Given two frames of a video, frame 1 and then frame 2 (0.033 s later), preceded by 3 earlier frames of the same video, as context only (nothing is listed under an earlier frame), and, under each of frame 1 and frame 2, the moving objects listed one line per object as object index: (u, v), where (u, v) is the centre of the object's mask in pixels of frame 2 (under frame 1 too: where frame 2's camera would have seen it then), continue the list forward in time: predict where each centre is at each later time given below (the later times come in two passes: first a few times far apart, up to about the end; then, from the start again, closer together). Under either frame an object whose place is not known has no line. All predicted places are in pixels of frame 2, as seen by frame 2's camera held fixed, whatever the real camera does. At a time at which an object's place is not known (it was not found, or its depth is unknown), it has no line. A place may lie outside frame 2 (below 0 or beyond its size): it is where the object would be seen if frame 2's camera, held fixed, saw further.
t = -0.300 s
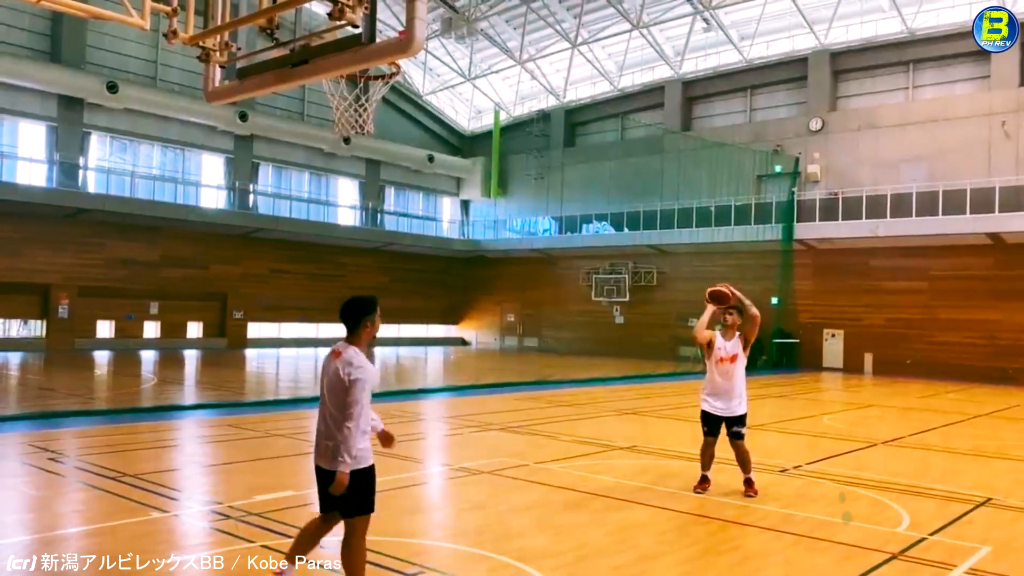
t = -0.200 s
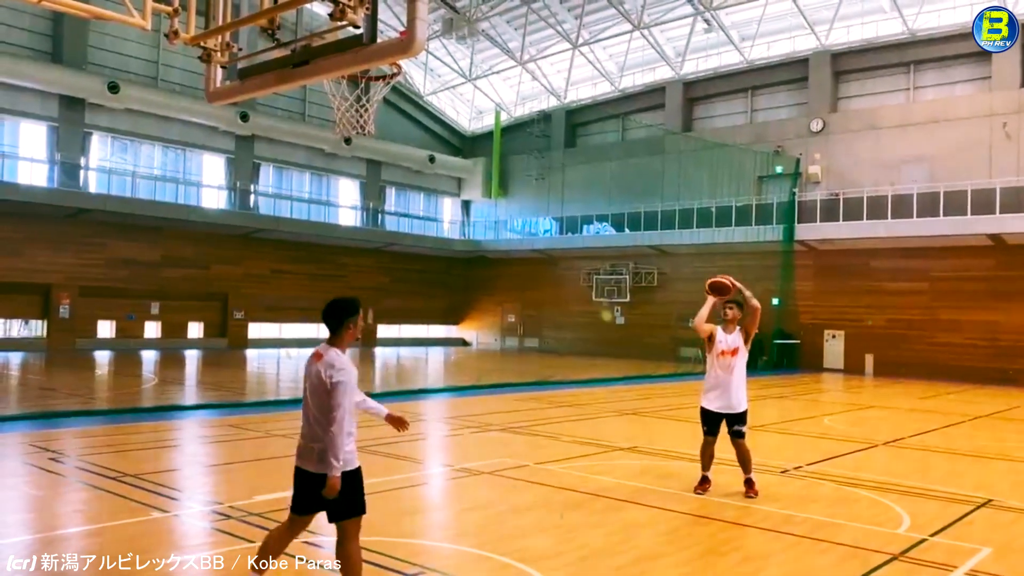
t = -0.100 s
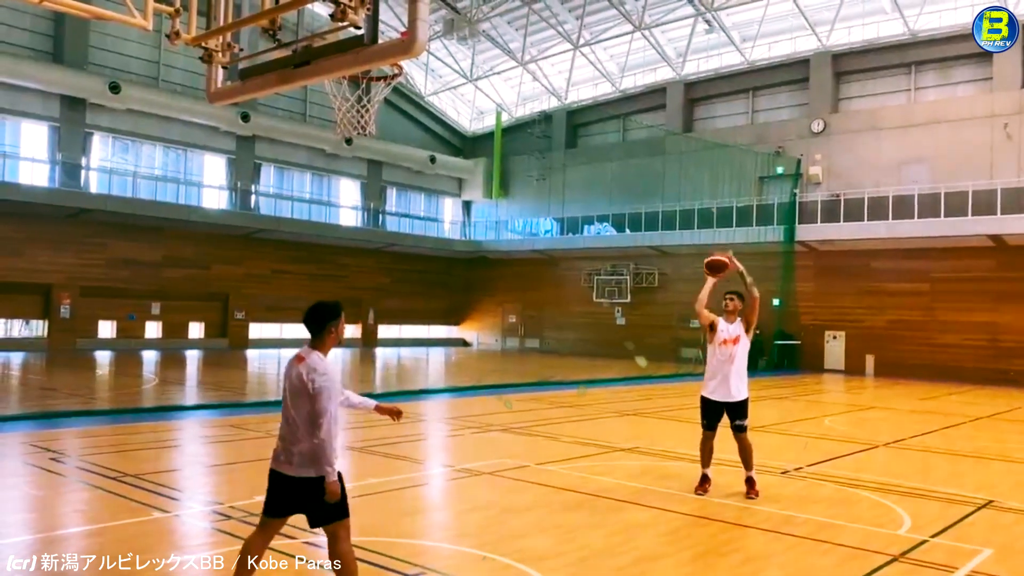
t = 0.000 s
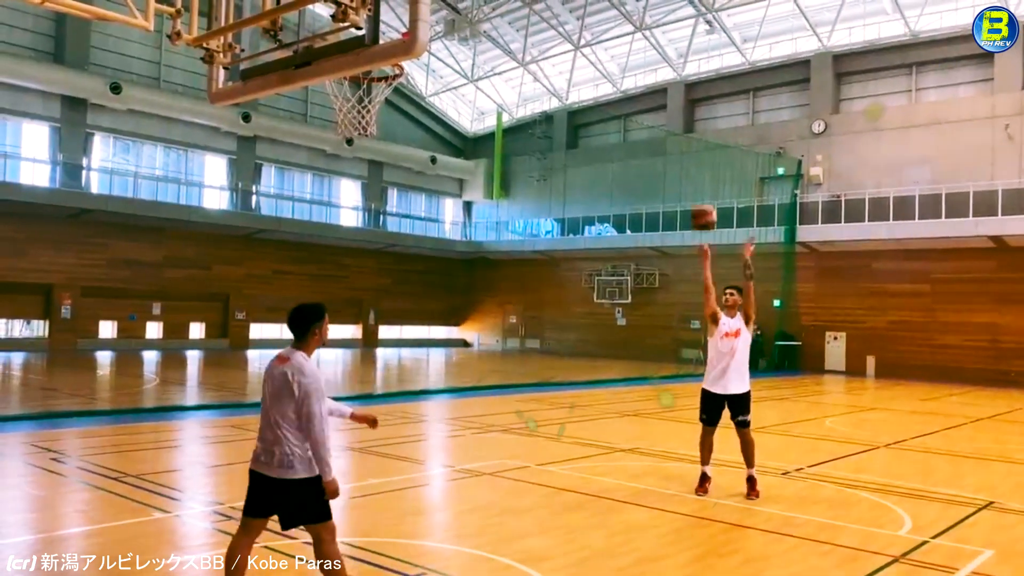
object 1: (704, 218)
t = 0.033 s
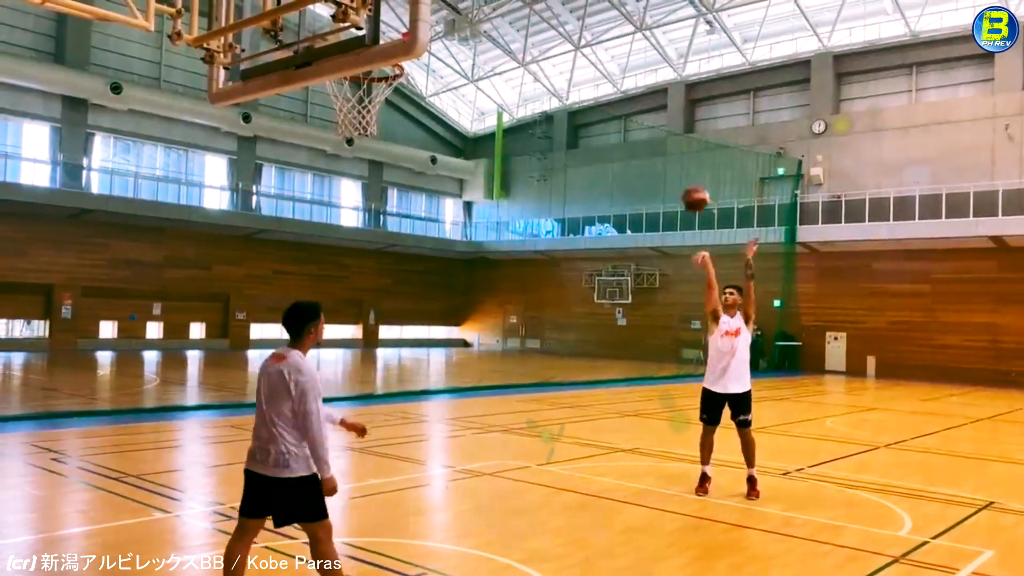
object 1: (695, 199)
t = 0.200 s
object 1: (654, 115)
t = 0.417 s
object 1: (588, 38)
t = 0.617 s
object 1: (515, 10)
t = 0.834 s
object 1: (401, 29)
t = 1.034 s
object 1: (333, 96)
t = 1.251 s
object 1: (362, 120)
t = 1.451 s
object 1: (384, 218)
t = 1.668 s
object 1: (404, 397)
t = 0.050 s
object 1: (692, 190)
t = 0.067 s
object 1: (688, 181)
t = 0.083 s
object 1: (684, 172)
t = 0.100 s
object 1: (680, 163)
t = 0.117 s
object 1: (676, 155)
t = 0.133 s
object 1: (671, 146)
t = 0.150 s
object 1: (667, 139)
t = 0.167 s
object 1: (662, 131)
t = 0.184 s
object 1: (659, 123)
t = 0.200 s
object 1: (654, 115)
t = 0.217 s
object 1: (650, 107)
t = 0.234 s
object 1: (645, 101)
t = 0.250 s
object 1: (640, 95)
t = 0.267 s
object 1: (636, 88)
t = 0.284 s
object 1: (630, 82)
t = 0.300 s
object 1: (625, 75)
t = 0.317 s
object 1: (620, 69)
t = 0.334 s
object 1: (615, 63)
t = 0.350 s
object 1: (610, 57)
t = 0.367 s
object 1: (605, 52)
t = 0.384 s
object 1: (599, 47)
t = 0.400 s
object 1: (593, 42)
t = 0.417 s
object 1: (588, 38)
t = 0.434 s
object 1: (583, 34)
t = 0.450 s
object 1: (577, 30)
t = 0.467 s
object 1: (571, 26)
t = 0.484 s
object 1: (565, 22)
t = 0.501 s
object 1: (559, 20)
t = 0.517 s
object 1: (553, 17)
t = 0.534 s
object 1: (546, 15)
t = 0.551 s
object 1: (540, 13)
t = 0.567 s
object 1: (534, 12)
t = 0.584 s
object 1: (528, 11)
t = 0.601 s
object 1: (520, 11)
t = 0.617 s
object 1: (515, 10)
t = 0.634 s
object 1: (507, 10)
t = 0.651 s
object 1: (500, 10)
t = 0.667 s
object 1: (492, 10)
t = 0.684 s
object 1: (485, 11)
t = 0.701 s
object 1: (477, 11)
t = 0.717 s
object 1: (469, 12)
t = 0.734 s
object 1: (461, 13)
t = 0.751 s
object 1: (453, 15)
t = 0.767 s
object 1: (447, 18)
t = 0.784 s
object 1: (442, 22)
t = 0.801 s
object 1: (438, 27)
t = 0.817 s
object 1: (406, 25)
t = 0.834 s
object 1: (401, 29)
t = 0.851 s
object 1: (396, 32)
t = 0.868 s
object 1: (391, 34)
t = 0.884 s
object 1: (387, 40)
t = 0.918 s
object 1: (362, 80)
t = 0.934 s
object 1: (351, 86)
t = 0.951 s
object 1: (342, 91)
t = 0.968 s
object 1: (337, 94)
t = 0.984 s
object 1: (330, 97)
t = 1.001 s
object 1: (329, 98)
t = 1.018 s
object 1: (330, 99)
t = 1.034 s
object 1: (333, 96)
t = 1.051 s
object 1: (336, 96)
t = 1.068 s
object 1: (338, 95)
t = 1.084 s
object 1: (340, 95)
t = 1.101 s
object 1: (342, 95)
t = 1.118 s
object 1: (345, 96)
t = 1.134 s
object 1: (347, 97)
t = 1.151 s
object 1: (348, 100)
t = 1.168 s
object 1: (351, 103)
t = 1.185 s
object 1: (353, 107)
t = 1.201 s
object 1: (355, 109)
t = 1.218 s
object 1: (357, 113)
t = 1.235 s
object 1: (359, 116)
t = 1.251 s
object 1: (362, 120)
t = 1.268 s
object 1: (364, 127)
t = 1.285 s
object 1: (366, 132)
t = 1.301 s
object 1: (369, 137)
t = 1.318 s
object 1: (370, 143)
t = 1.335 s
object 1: (372, 152)
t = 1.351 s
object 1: (374, 161)
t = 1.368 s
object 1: (376, 168)
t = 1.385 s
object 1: (377, 177)
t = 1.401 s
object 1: (379, 186)
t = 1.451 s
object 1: (384, 218)
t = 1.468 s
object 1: (385, 228)
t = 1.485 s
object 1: (387, 238)
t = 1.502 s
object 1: (390, 251)
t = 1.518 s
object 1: (391, 264)
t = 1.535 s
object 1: (393, 276)
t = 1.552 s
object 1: (395, 291)
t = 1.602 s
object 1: (400, 334)
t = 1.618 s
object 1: (400, 351)
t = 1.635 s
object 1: (402, 365)
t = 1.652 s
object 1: (402, 380)
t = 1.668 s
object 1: (404, 397)
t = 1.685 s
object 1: (405, 415)
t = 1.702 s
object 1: (407, 431)
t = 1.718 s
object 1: (407, 451)
